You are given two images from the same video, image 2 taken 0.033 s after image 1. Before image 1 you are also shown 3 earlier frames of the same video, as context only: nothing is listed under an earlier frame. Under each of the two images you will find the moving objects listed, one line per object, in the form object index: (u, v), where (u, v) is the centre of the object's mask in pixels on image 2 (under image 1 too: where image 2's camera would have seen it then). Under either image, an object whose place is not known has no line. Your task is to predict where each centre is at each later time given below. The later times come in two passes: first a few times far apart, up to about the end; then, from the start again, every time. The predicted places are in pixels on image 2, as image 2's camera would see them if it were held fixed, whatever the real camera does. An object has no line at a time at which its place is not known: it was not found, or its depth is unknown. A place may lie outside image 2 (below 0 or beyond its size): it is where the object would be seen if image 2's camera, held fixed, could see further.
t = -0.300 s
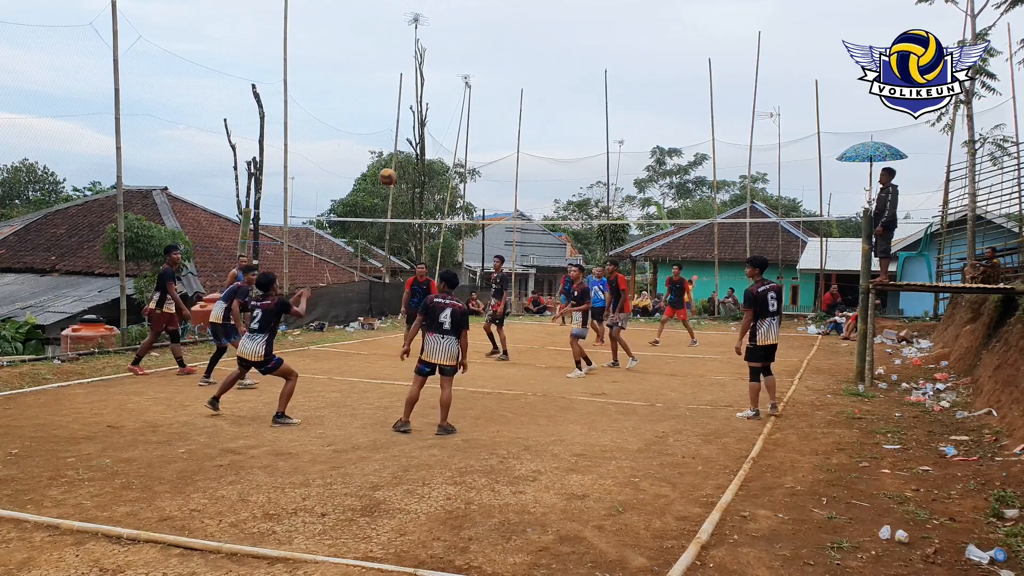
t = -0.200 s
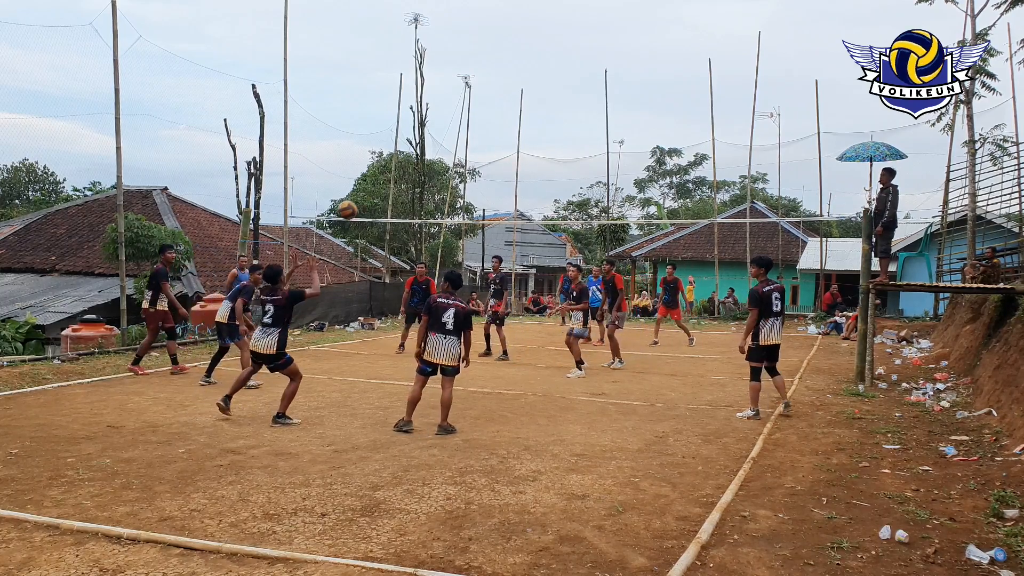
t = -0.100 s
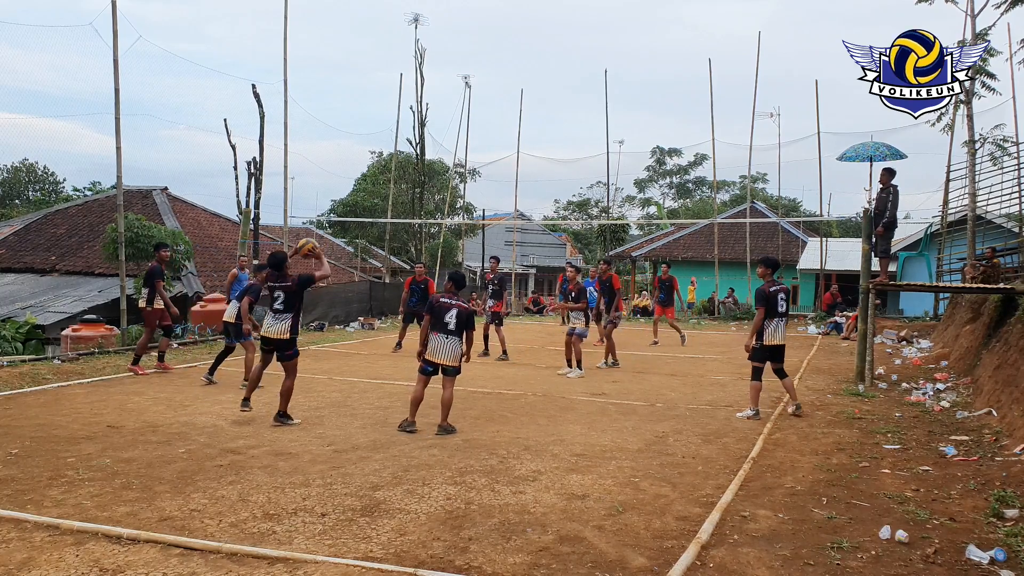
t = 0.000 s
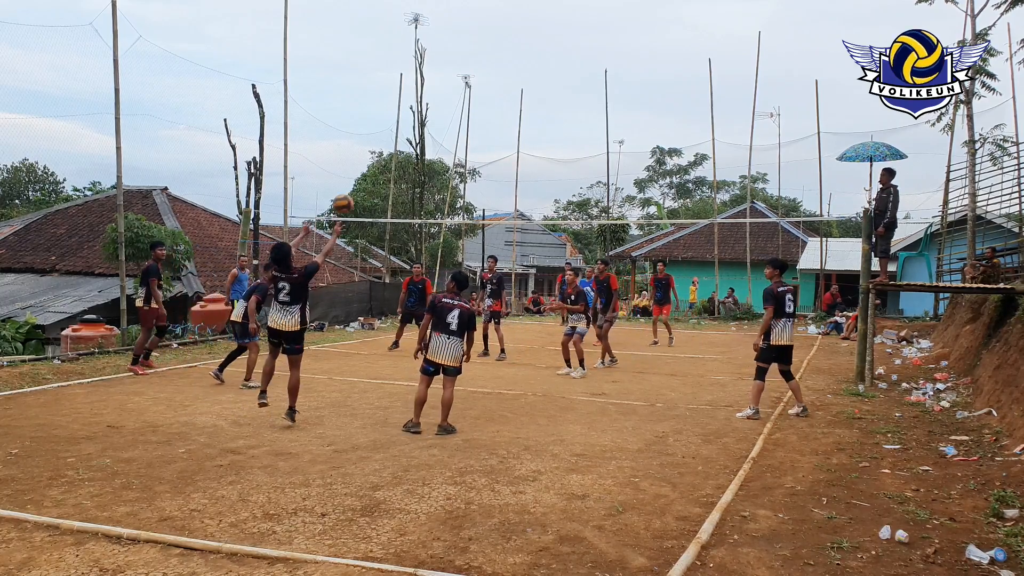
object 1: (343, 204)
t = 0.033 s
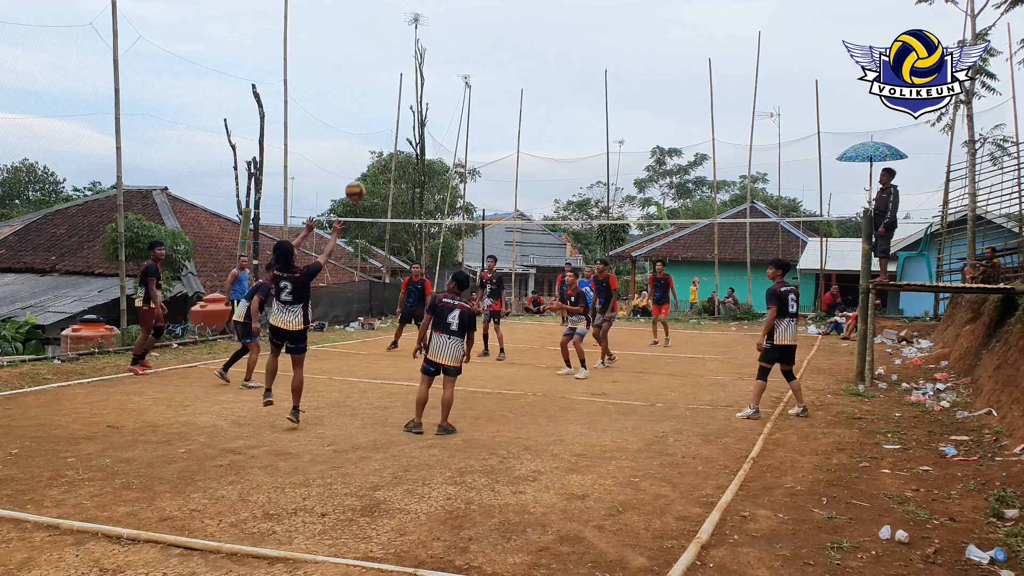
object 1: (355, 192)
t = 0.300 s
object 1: (438, 135)
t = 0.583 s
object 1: (505, 145)
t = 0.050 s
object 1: (361, 186)
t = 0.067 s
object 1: (367, 180)
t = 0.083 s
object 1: (373, 175)
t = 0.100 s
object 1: (378, 171)
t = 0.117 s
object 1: (383, 166)
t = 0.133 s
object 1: (388, 162)
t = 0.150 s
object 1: (394, 158)
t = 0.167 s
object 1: (400, 154)
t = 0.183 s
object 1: (404, 151)
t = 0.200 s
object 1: (409, 148)
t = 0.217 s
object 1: (415, 145)
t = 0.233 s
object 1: (419, 143)
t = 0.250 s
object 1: (424, 140)
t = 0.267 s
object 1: (429, 138)
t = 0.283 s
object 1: (433, 137)
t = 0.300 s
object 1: (438, 135)
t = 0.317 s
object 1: (442, 134)
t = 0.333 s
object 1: (446, 133)
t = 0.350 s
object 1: (451, 132)
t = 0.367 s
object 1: (455, 132)
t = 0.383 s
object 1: (459, 131)
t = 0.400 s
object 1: (463, 131)
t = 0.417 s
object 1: (468, 132)
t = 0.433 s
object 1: (472, 132)
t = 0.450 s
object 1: (476, 132)
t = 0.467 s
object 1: (479, 133)
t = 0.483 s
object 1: (483, 134)
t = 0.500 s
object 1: (487, 135)
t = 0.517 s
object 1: (491, 137)
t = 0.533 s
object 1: (495, 139)
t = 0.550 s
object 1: (498, 140)
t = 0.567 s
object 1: (502, 142)
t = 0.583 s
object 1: (505, 145)
